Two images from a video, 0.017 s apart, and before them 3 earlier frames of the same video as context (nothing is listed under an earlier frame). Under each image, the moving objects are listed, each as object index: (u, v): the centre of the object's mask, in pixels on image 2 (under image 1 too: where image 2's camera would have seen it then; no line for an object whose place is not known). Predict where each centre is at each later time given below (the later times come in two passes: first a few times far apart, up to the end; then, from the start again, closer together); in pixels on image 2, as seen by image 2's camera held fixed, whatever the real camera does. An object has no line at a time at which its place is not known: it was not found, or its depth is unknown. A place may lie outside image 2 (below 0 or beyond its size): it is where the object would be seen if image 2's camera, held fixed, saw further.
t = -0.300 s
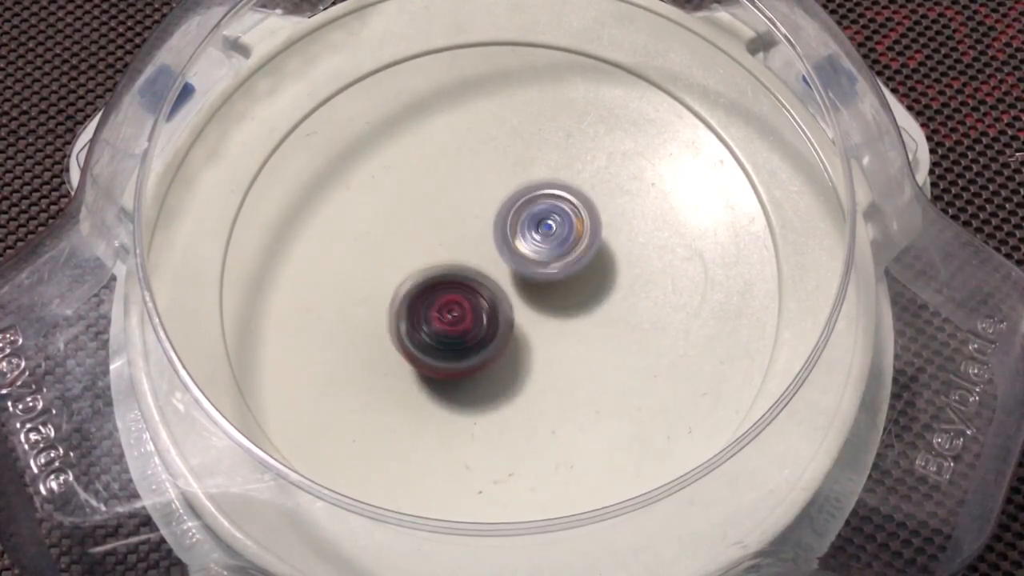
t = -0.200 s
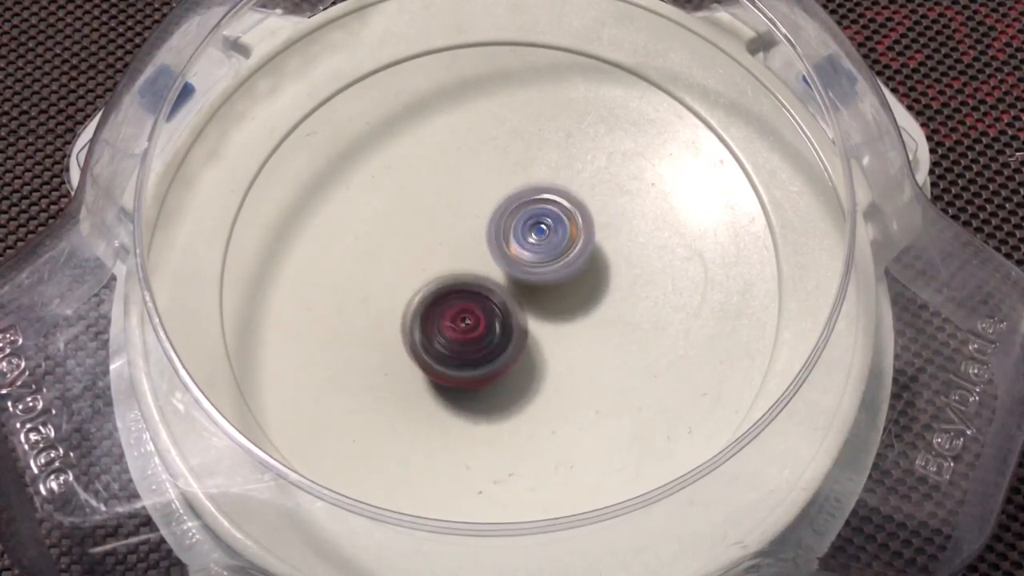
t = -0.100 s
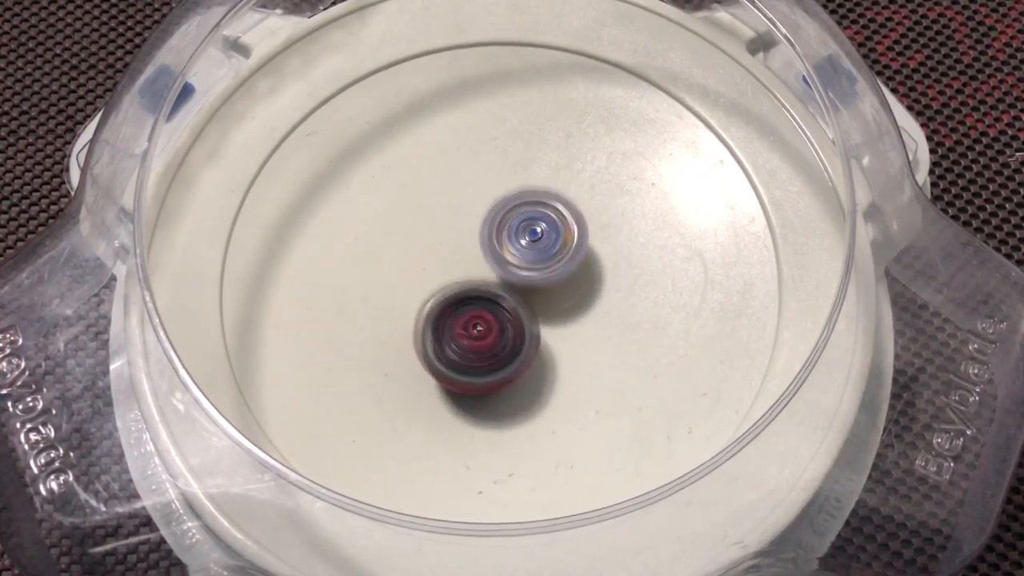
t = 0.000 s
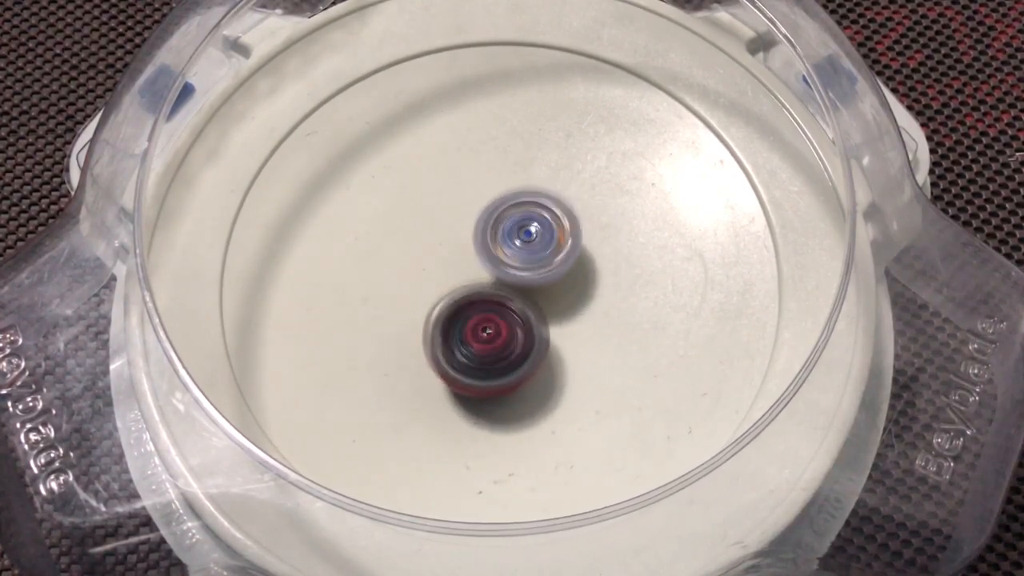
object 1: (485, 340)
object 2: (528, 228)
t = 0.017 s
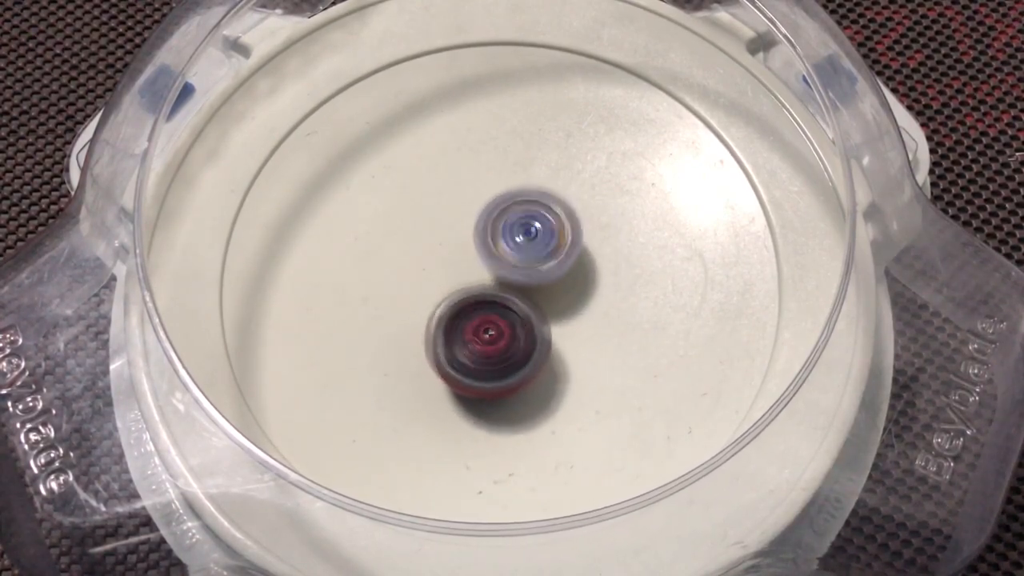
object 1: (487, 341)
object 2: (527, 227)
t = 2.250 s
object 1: (548, 202)
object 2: (437, 279)
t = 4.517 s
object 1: (451, 250)
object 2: (499, 341)
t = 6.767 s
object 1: (398, 274)
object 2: (581, 267)
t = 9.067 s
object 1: (431, 242)
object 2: (553, 220)
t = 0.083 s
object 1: (493, 341)
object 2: (524, 225)
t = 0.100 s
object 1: (494, 341)
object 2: (523, 224)
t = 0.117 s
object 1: (496, 342)
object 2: (523, 224)
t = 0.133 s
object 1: (498, 348)
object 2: (521, 216)
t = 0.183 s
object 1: (500, 360)
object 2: (516, 200)
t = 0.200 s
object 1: (500, 363)
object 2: (515, 195)
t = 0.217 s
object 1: (500, 364)
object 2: (514, 193)
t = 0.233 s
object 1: (501, 366)
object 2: (513, 191)
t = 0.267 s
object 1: (501, 367)
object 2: (512, 190)
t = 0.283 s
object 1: (502, 367)
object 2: (510, 188)
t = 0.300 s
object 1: (503, 368)
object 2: (509, 189)
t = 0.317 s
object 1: (503, 367)
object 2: (508, 188)
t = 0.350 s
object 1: (505, 366)
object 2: (506, 190)
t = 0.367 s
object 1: (505, 365)
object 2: (504, 190)
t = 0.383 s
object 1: (507, 364)
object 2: (504, 190)
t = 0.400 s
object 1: (508, 363)
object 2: (502, 191)
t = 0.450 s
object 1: (510, 357)
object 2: (500, 193)
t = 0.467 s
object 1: (511, 355)
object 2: (498, 192)
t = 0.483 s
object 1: (512, 352)
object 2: (498, 194)
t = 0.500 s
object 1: (513, 350)
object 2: (498, 192)
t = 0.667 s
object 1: (528, 317)
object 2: (495, 201)
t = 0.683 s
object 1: (529, 314)
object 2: (494, 201)
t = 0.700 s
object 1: (532, 312)
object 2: (494, 201)
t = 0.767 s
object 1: (545, 314)
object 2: (479, 186)
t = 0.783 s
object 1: (546, 314)
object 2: (477, 182)
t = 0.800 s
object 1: (548, 313)
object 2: (476, 183)
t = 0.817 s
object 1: (548, 311)
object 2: (473, 181)
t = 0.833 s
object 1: (549, 309)
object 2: (473, 183)
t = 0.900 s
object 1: (552, 299)
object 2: (469, 188)
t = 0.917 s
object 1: (553, 293)
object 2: (467, 190)
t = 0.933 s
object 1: (553, 291)
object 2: (467, 191)
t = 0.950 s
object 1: (554, 288)
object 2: (466, 194)
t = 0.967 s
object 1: (554, 284)
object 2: (468, 196)
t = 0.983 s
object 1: (555, 280)
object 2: (467, 201)
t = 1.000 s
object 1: (559, 278)
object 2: (465, 200)
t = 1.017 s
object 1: (563, 277)
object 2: (461, 204)
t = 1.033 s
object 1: (565, 276)
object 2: (459, 203)
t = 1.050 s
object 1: (569, 274)
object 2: (456, 204)
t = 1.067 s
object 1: (570, 273)
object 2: (457, 205)
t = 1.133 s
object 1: (576, 265)
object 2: (455, 210)
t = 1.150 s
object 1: (578, 264)
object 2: (456, 211)
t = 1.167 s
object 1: (578, 262)
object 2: (456, 213)
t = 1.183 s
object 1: (579, 260)
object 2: (456, 214)
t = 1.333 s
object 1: (579, 242)
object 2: (460, 230)
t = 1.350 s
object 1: (578, 241)
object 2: (461, 233)
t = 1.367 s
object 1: (578, 239)
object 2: (461, 233)
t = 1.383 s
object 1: (580, 237)
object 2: (460, 236)
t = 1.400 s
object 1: (583, 236)
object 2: (456, 237)
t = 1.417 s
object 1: (584, 235)
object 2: (453, 238)
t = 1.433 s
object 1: (585, 234)
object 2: (450, 240)
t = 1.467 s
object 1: (585, 233)
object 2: (448, 242)
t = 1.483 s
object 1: (585, 232)
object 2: (448, 243)
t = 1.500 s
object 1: (584, 232)
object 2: (447, 244)
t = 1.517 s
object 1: (583, 231)
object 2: (447, 245)
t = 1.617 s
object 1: (572, 227)
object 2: (454, 250)
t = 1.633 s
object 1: (571, 227)
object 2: (454, 250)
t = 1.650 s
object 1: (570, 224)
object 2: (452, 254)
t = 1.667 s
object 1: (577, 218)
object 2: (441, 257)
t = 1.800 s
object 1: (600, 203)
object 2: (396, 277)
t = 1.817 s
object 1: (600, 203)
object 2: (393, 279)
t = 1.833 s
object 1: (600, 202)
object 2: (391, 280)
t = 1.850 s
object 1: (600, 202)
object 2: (392, 280)
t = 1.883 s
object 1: (599, 202)
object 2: (392, 281)
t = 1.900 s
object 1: (597, 202)
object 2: (395, 282)
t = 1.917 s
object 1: (596, 202)
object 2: (397, 281)
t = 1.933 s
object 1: (595, 202)
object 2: (400, 283)
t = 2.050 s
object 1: (577, 206)
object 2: (428, 282)
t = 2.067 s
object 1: (574, 208)
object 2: (433, 283)
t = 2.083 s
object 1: (569, 208)
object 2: (436, 282)
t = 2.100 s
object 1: (567, 209)
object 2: (440, 282)
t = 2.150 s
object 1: (554, 212)
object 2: (448, 277)
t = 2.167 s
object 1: (548, 213)
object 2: (452, 276)
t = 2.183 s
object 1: (545, 214)
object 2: (453, 273)
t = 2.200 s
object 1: (546, 211)
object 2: (451, 274)
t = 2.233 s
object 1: (549, 204)
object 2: (441, 279)
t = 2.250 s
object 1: (548, 202)
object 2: (437, 279)
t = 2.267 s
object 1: (548, 201)
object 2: (437, 280)
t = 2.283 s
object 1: (547, 201)
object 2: (434, 281)
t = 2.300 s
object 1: (546, 200)
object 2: (434, 280)
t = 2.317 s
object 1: (545, 201)
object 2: (432, 281)
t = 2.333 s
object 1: (542, 201)
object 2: (432, 281)
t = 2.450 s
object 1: (524, 206)
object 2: (433, 274)
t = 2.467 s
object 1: (520, 206)
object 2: (434, 273)
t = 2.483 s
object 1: (519, 205)
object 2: (429, 275)
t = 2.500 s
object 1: (522, 199)
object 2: (422, 281)
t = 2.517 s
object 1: (526, 192)
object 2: (414, 288)
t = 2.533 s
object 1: (532, 187)
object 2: (409, 294)
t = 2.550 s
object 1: (536, 183)
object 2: (402, 294)
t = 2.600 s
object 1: (545, 177)
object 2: (400, 298)
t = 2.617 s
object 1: (547, 176)
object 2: (398, 299)
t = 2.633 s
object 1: (548, 176)
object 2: (401, 298)
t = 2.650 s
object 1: (549, 176)
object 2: (401, 299)
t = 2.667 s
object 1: (549, 177)
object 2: (404, 296)
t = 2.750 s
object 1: (548, 185)
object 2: (423, 285)
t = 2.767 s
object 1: (547, 187)
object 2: (428, 280)
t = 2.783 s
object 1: (546, 190)
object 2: (432, 279)
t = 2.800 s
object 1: (544, 193)
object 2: (437, 275)
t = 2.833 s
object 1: (540, 198)
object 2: (446, 270)
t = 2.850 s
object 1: (538, 200)
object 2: (450, 271)
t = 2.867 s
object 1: (539, 197)
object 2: (449, 274)
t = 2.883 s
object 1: (544, 188)
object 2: (443, 286)
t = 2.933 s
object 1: (554, 171)
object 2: (431, 311)
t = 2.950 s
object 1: (557, 167)
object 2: (427, 317)
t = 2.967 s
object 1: (560, 166)
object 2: (425, 318)
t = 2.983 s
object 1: (563, 164)
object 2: (425, 320)
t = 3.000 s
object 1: (565, 164)
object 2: (426, 325)
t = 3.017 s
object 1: (565, 164)
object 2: (426, 324)
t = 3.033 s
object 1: (567, 164)
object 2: (429, 328)
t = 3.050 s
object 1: (567, 165)
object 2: (429, 329)
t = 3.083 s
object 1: (567, 167)
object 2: (434, 328)
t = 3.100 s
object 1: (566, 169)
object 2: (438, 327)
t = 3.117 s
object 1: (564, 171)
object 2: (441, 326)
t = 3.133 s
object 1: (563, 173)
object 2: (445, 322)
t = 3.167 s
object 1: (559, 177)
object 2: (452, 318)
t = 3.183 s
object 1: (557, 181)
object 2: (454, 316)
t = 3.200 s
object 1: (555, 183)
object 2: (455, 309)
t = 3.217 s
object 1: (553, 186)
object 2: (460, 312)
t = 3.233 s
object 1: (549, 188)
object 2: (460, 304)
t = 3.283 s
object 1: (539, 197)
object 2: (464, 295)
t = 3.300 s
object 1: (535, 201)
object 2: (466, 293)
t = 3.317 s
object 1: (531, 203)
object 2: (466, 289)
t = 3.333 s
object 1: (529, 202)
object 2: (465, 292)
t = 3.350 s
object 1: (528, 196)
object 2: (457, 297)
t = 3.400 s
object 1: (530, 186)
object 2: (446, 306)
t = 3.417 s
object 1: (530, 184)
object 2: (445, 307)
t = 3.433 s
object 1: (529, 183)
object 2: (443, 307)
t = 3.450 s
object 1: (529, 182)
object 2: (442, 308)
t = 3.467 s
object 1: (528, 182)
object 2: (442, 307)
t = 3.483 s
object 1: (527, 182)
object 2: (443, 307)
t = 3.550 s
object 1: (523, 183)
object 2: (445, 304)
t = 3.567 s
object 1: (521, 184)
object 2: (445, 302)
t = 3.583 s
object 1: (520, 185)
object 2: (447, 301)
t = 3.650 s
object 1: (512, 193)
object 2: (454, 297)
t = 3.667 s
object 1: (510, 195)
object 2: (454, 296)
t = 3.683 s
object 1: (508, 198)
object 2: (456, 293)
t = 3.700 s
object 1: (505, 200)
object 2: (456, 293)
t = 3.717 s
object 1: (502, 201)
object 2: (456, 294)
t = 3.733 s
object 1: (500, 199)
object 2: (457, 295)
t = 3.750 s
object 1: (497, 197)
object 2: (459, 299)
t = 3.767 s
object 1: (495, 196)
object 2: (461, 297)
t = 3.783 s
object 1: (493, 195)
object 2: (460, 303)
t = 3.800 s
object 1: (491, 196)
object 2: (460, 302)
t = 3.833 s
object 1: (487, 197)
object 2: (462, 303)
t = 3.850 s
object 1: (485, 198)
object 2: (465, 303)
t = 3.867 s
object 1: (483, 200)
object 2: (466, 302)
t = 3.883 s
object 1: (481, 201)
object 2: (469, 300)
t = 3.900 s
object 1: (478, 202)
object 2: (468, 299)
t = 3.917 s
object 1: (475, 200)
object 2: (470, 304)
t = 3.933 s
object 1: (474, 196)
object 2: (472, 310)
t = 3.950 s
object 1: (472, 193)
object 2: (474, 317)
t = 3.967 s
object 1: (471, 190)
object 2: (478, 321)
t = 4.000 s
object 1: (468, 188)
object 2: (484, 329)
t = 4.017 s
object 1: (467, 187)
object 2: (485, 331)
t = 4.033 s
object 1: (466, 187)
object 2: (489, 333)
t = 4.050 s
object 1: (465, 186)
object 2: (489, 336)
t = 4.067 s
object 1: (464, 186)
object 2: (491, 337)
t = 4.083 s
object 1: (463, 186)
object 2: (491, 338)
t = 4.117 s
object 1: (461, 187)
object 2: (495, 340)
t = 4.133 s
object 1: (459, 188)
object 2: (497, 340)
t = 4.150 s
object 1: (458, 189)
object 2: (498, 343)
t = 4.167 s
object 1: (457, 191)
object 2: (499, 342)
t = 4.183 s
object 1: (456, 192)
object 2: (500, 345)
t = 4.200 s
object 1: (455, 194)
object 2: (499, 344)
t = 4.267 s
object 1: (452, 201)
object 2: (499, 346)
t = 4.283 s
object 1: (451, 203)
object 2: (500, 348)
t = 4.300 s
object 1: (450, 206)
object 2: (499, 347)
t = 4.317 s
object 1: (450, 208)
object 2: (500, 347)
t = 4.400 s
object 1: (449, 224)
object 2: (500, 346)
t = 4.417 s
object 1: (450, 227)
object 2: (500, 346)
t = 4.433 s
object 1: (449, 231)
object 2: (499, 345)
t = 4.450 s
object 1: (450, 234)
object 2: (501, 343)
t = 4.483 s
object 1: (451, 242)
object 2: (500, 342)
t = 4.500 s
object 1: (451, 246)
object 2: (499, 340)
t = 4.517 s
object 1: (451, 250)
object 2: (499, 341)
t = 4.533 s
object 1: (448, 248)
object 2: (502, 347)
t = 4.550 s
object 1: (445, 244)
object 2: (508, 355)
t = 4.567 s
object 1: (444, 241)
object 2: (511, 359)
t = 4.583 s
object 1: (442, 238)
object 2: (514, 362)
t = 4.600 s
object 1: (442, 237)
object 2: (515, 365)
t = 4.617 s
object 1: (442, 236)
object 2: (516, 366)
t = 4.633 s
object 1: (442, 236)
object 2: (516, 365)
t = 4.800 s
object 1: (448, 242)
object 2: (517, 332)
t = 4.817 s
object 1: (449, 243)
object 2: (518, 329)
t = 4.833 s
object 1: (449, 244)
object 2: (516, 325)
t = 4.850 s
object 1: (448, 243)
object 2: (520, 325)
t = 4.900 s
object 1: (445, 238)
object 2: (527, 325)
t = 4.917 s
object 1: (445, 237)
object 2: (529, 325)
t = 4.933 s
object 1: (446, 237)
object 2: (531, 323)
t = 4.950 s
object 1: (446, 236)
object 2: (533, 321)
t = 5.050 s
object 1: (450, 237)
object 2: (531, 309)
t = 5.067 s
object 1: (450, 238)
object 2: (531, 307)
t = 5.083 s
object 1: (448, 236)
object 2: (532, 307)
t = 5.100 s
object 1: (448, 235)
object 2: (533, 307)
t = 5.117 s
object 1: (448, 234)
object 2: (535, 306)
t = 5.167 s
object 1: (448, 234)
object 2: (539, 304)
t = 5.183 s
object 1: (449, 234)
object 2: (538, 302)
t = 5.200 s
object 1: (449, 234)
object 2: (539, 301)
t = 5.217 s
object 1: (450, 233)
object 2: (537, 300)
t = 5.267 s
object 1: (443, 228)
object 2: (545, 301)
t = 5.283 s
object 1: (442, 226)
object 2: (549, 300)
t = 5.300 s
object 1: (441, 224)
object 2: (549, 301)
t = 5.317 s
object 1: (441, 223)
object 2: (551, 300)
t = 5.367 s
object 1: (441, 220)
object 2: (551, 297)
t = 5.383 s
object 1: (440, 219)
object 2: (554, 295)
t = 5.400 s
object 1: (441, 219)
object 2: (551, 294)
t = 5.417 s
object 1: (442, 218)
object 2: (553, 292)
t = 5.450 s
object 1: (443, 217)
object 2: (550, 288)
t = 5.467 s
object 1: (443, 218)
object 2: (550, 287)
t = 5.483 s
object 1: (445, 218)
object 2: (548, 285)
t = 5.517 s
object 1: (446, 218)
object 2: (546, 280)
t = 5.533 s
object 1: (447, 219)
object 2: (545, 278)
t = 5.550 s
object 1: (447, 219)
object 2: (545, 278)
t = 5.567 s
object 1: (447, 219)
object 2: (545, 278)
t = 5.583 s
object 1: (447, 219)
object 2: (547, 279)
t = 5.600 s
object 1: (447, 219)
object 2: (547, 278)
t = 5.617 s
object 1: (448, 220)
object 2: (547, 278)
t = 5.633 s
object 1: (448, 220)
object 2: (547, 277)
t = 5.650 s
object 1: (449, 221)
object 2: (547, 278)
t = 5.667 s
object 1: (450, 221)
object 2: (546, 277)
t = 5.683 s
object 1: (449, 221)
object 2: (548, 279)
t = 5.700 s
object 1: (448, 220)
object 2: (550, 280)
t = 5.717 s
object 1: (447, 221)
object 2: (551, 281)
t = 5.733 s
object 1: (448, 220)
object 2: (551, 282)
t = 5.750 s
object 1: (448, 221)
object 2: (551, 283)
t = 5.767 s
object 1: (449, 223)
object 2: (551, 283)
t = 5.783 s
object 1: (449, 223)
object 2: (550, 284)
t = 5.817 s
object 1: (450, 225)
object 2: (548, 284)
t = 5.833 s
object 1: (450, 227)
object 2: (545, 284)
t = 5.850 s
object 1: (448, 226)
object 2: (547, 285)
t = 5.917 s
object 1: (446, 229)
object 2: (554, 289)
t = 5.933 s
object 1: (446, 230)
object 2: (553, 289)
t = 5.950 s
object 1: (447, 231)
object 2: (554, 290)
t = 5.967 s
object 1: (447, 232)
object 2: (552, 289)
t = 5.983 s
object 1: (447, 234)
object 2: (553, 289)
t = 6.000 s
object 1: (448, 236)
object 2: (548, 288)
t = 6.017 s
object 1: (447, 237)
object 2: (551, 288)
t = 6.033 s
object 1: (443, 238)
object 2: (554, 292)
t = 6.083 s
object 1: (432, 236)
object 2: (561, 297)
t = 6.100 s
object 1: (429, 236)
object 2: (562, 298)
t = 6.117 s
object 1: (429, 237)
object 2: (561, 298)
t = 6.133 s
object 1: (429, 236)
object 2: (562, 297)
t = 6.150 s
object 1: (428, 238)
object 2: (561, 298)
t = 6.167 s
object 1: (429, 238)
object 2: (560, 296)
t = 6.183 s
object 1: (428, 239)
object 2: (560, 296)
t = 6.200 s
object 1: (430, 240)
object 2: (558, 294)
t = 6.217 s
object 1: (429, 241)
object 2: (558, 293)
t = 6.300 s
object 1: (429, 249)
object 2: (549, 283)
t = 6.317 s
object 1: (431, 250)
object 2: (546, 281)
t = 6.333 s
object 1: (430, 252)
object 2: (546, 279)
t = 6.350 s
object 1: (429, 253)
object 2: (546, 279)
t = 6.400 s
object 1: (426, 254)
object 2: (550, 278)
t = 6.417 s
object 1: (424, 255)
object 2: (551, 277)
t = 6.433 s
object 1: (426, 256)
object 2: (552, 278)
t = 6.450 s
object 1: (426, 256)
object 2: (551, 277)
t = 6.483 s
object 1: (428, 258)
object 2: (550, 275)
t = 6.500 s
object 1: (429, 261)
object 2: (550, 274)
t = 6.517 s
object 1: (430, 261)
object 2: (549, 275)
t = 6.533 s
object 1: (429, 264)
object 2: (549, 273)
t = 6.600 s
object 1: (429, 268)
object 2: (551, 273)
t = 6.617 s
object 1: (430, 271)
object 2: (551, 272)
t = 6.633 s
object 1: (430, 271)
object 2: (551, 272)
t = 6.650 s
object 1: (426, 273)
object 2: (553, 273)
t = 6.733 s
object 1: (401, 275)
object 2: (580, 269)
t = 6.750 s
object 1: (398, 274)
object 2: (580, 269)
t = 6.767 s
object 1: (398, 274)
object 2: (581, 267)
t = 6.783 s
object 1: (398, 273)
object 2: (580, 268)
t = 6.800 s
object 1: (398, 273)
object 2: (578, 272)
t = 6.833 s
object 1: (399, 273)
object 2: (577, 267)
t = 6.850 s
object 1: (402, 273)
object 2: (576, 264)
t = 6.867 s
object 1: (403, 273)
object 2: (574, 263)
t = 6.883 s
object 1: (406, 273)
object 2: (571, 263)
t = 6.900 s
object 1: (408, 273)
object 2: (569, 262)
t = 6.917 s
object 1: (409, 274)
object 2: (567, 261)
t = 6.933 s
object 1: (412, 276)
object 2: (566, 259)
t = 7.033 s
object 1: (425, 283)
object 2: (551, 255)
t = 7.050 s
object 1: (428, 284)
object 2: (548, 254)
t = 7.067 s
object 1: (429, 285)
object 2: (547, 253)
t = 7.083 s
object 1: (428, 287)
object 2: (551, 253)
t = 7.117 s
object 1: (424, 290)
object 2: (557, 251)
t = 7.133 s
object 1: (424, 290)
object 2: (557, 250)
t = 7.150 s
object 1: (423, 291)
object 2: (560, 248)
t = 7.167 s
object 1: (425, 291)
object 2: (560, 250)
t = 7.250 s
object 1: (433, 289)
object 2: (556, 250)
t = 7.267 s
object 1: (434, 288)
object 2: (553, 249)
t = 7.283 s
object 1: (437, 288)
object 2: (552, 249)
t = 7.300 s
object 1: (431, 292)
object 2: (558, 248)
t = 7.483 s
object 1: (390, 309)
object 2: (610, 222)
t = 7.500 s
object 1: (389, 310)
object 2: (611, 219)
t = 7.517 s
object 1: (390, 311)
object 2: (610, 218)
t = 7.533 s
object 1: (390, 311)
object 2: (609, 219)
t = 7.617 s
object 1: (395, 314)
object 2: (591, 221)
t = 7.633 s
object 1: (397, 314)
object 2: (589, 220)
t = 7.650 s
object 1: (399, 315)
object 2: (585, 221)
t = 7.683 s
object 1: (403, 315)
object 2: (577, 221)
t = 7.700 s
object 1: (405, 314)
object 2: (573, 222)
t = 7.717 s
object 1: (407, 314)
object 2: (569, 225)
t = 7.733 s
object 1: (411, 314)
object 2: (568, 225)
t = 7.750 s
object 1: (413, 313)
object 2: (562, 228)
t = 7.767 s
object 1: (415, 313)
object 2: (561, 227)
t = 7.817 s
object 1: (425, 310)
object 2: (553, 236)
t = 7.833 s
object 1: (429, 309)
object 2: (547, 237)
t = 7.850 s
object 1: (431, 308)
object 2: (546, 239)
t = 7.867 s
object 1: (435, 306)
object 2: (543, 243)
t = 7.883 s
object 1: (432, 307)
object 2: (545, 242)
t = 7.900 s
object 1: (428, 308)
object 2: (551, 240)
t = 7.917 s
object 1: (425, 309)
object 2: (556, 238)
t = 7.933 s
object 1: (422, 308)
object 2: (560, 237)
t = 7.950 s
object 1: (422, 308)
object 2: (564, 237)
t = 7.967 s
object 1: (422, 306)
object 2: (566, 235)
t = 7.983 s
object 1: (421, 304)
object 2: (567, 235)
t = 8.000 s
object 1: (422, 302)
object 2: (568, 235)
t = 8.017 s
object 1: (423, 300)
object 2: (566, 236)
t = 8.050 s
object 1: (426, 296)
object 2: (564, 236)
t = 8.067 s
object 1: (427, 294)
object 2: (565, 237)
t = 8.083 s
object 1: (428, 292)
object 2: (564, 238)
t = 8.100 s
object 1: (430, 290)
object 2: (559, 238)
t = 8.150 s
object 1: (435, 283)
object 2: (554, 241)
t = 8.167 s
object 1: (436, 282)
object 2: (550, 239)
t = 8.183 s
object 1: (437, 279)
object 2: (551, 241)
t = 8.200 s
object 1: (426, 280)
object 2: (565, 241)
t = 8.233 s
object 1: (406, 278)
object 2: (589, 236)
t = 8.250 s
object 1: (399, 277)
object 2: (600, 237)
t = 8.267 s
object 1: (395, 276)
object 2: (604, 235)
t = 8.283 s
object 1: (390, 273)
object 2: (611, 235)
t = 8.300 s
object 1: (388, 272)
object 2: (615, 233)
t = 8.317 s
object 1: (385, 269)
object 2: (615, 232)
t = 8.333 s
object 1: (383, 267)
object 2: (618, 229)
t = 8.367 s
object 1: (380, 262)
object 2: (619, 226)
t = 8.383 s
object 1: (378, 261)
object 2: (621, 225)
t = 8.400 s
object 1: (378, 259)
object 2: (622, 225)
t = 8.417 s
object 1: (376, 258)
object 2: (619, 225)
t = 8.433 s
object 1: (376, 257)
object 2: (618, 224)
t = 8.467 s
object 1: (375, 254)
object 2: (617, 223)
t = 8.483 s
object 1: (375, 253)
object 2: (617, 221)
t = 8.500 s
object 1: (375, 252)
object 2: (617, 221)
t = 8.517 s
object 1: (375, 252)
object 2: (615, 221)
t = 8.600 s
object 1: (380, 248)
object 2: (611, 219)
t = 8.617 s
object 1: (382, 248)
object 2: (611, 220)
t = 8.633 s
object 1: (384, 247)
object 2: (610, 220)
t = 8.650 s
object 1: (385, 247)
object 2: (608, 218)
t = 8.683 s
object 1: (390, 246)
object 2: (606, 220)
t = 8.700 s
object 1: (392, 246)
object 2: (606, 217)
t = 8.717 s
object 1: (396, 246)
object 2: (602, 220)
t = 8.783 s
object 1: (407, 244)
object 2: (586, 225)
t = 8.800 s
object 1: (412, 244)
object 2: (581, 222)
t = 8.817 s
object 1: (415, 244)
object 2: (575, 226)
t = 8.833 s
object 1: (418, 244)
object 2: (569, 225)
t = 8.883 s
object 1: (430, 242)
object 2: (551, 224)
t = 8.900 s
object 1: (430, 241)
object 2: (548, 223)
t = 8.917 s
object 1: (431, 242)
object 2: (548, 223)
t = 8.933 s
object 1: (428, 243)
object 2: (548, 221)
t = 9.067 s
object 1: (431, 242)
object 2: (553, 220)
